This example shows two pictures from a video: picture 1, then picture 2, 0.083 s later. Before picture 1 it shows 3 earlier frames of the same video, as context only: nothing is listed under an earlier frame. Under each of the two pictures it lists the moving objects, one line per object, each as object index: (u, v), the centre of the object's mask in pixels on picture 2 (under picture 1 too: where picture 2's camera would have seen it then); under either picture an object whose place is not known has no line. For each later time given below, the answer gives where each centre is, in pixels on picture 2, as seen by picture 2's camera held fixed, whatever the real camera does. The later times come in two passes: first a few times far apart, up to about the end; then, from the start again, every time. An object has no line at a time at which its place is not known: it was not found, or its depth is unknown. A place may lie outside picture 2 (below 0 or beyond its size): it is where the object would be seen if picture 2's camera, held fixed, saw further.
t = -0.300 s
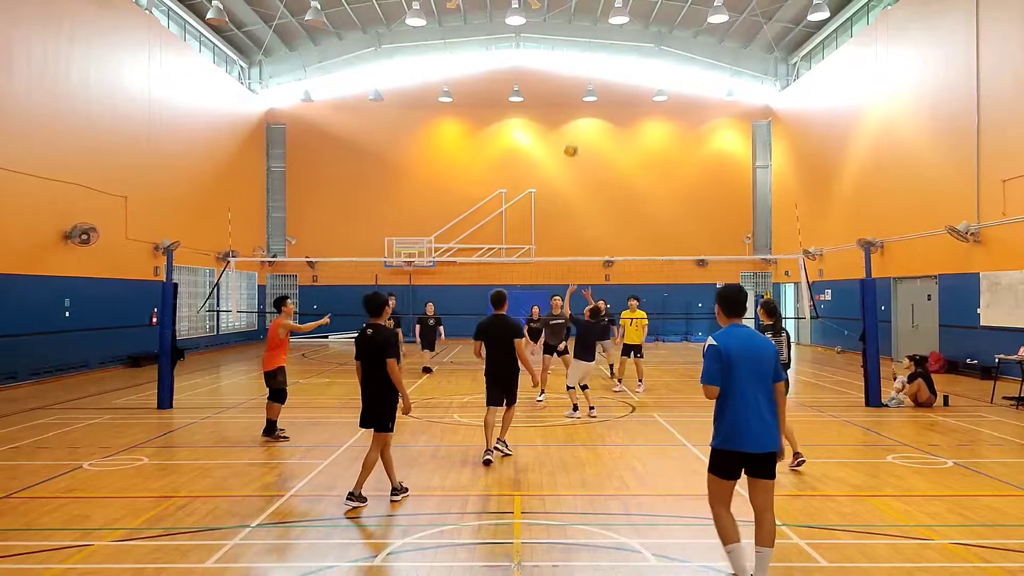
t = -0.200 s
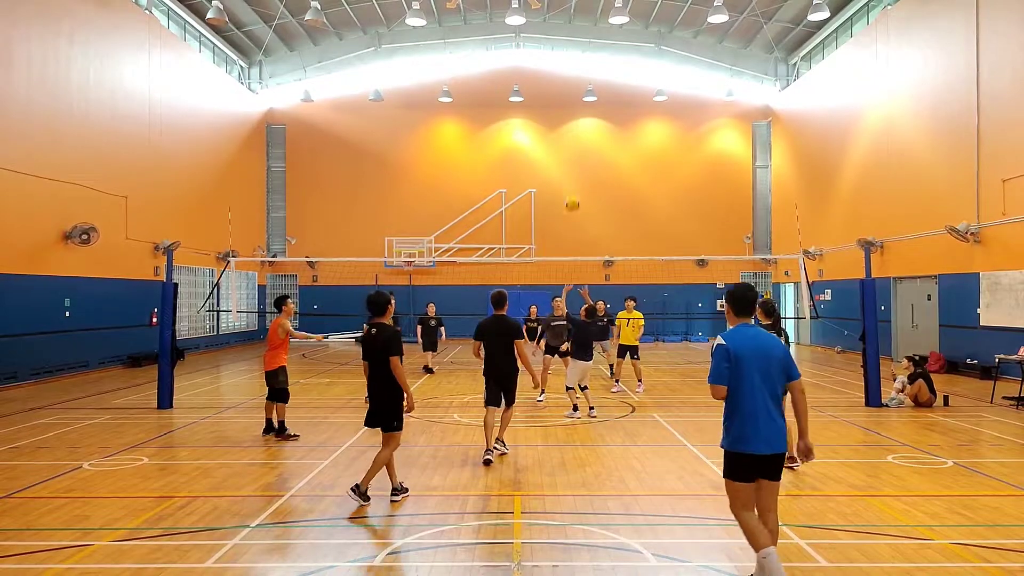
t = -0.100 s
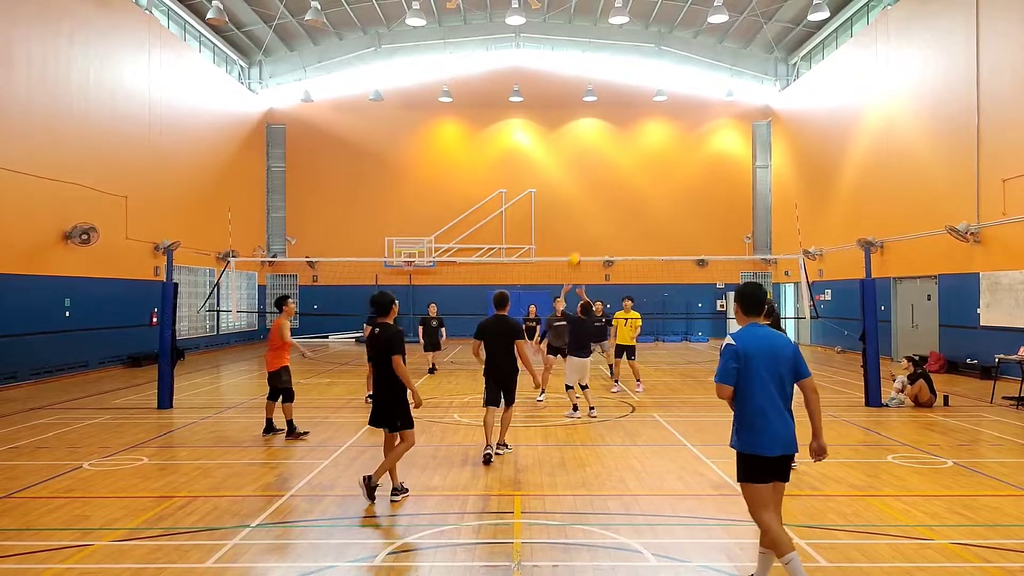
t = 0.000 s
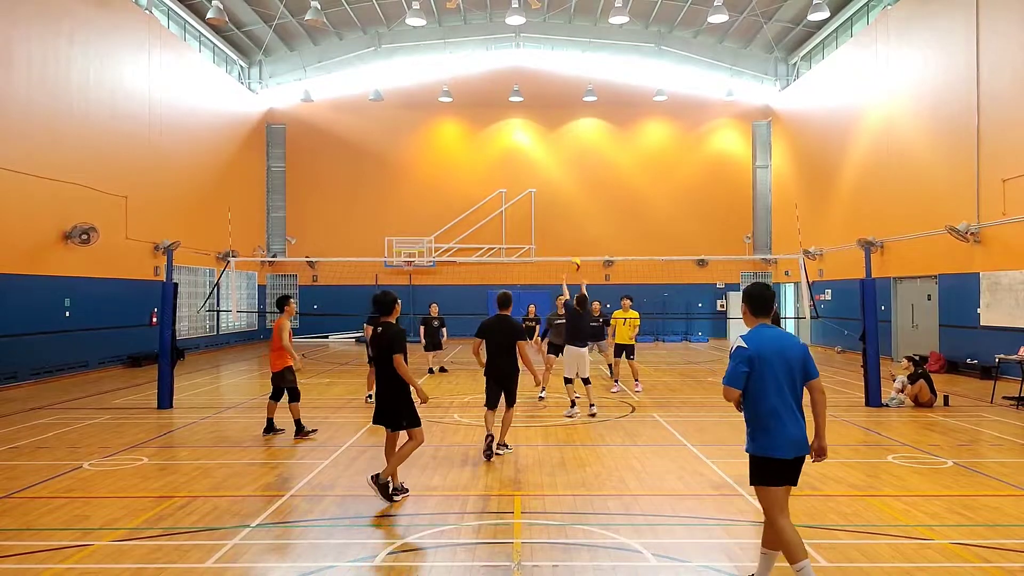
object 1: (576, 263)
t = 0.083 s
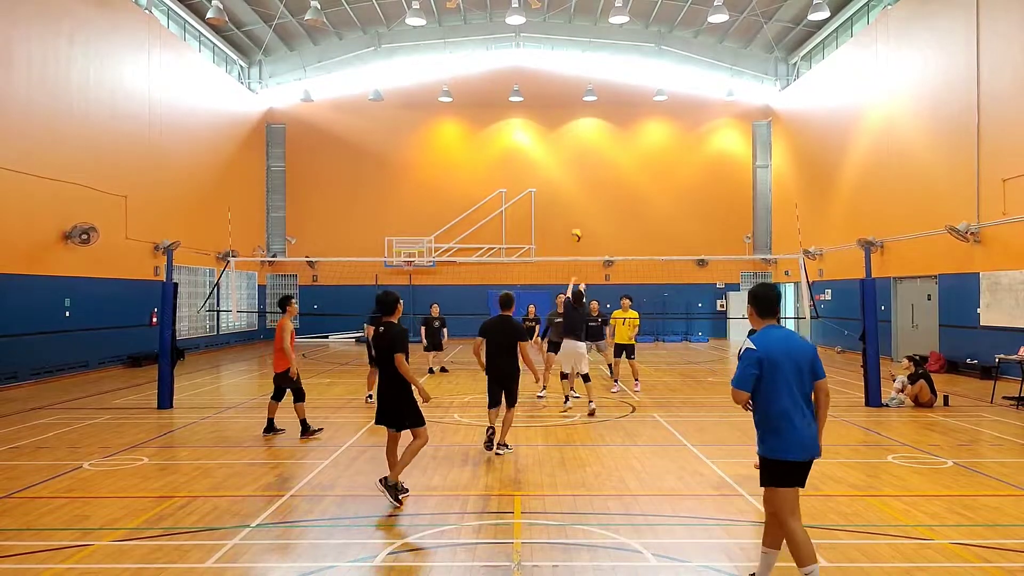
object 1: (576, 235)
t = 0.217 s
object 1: (577, 203)
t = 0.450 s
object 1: (577, 178)
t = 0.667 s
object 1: (576, 182)
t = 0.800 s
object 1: (576, 194)
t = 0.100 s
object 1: (576, 230)
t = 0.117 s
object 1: (576, 225)
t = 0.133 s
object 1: (577, 221)
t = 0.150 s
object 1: (577, 217)
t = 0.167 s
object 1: (577, 213)
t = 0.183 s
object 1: (577, 210)
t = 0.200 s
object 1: (577, 206)
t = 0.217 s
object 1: (577, 203)
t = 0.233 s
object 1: (577, 200)
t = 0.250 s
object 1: (577, 197)
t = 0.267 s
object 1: (577, 195)
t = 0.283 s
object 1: (577, 193)
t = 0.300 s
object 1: (577, 191)
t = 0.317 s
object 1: (578, 189)
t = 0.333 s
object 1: (577, 186)
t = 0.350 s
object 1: (577, 184)
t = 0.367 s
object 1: (577, 183)
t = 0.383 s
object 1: (577, 182)
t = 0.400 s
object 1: (577, 181)
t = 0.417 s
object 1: (577, 180)
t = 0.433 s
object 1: (577, 179)
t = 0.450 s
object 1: (577, 178)
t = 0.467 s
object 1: (577, 178)
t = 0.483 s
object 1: (577, 178)
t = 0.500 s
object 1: (577, 177)
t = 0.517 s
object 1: (576, 178)
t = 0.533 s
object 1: (576, 177)
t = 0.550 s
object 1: (576, 177)
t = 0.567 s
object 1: (577, 177)
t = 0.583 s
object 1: (577, 178)
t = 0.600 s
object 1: (577, 179)
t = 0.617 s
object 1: (577, 179)
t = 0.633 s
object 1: (576, 180)
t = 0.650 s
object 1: (576, 181)
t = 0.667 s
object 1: (576, 182)
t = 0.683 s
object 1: (576, 183)
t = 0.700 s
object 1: (576, 185)
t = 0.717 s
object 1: (575, 186)
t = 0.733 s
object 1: (575, 188)
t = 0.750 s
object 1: (575, 189)
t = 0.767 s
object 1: (575, 191)
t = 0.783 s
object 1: (576, 193)
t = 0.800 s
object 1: (576, 194)
